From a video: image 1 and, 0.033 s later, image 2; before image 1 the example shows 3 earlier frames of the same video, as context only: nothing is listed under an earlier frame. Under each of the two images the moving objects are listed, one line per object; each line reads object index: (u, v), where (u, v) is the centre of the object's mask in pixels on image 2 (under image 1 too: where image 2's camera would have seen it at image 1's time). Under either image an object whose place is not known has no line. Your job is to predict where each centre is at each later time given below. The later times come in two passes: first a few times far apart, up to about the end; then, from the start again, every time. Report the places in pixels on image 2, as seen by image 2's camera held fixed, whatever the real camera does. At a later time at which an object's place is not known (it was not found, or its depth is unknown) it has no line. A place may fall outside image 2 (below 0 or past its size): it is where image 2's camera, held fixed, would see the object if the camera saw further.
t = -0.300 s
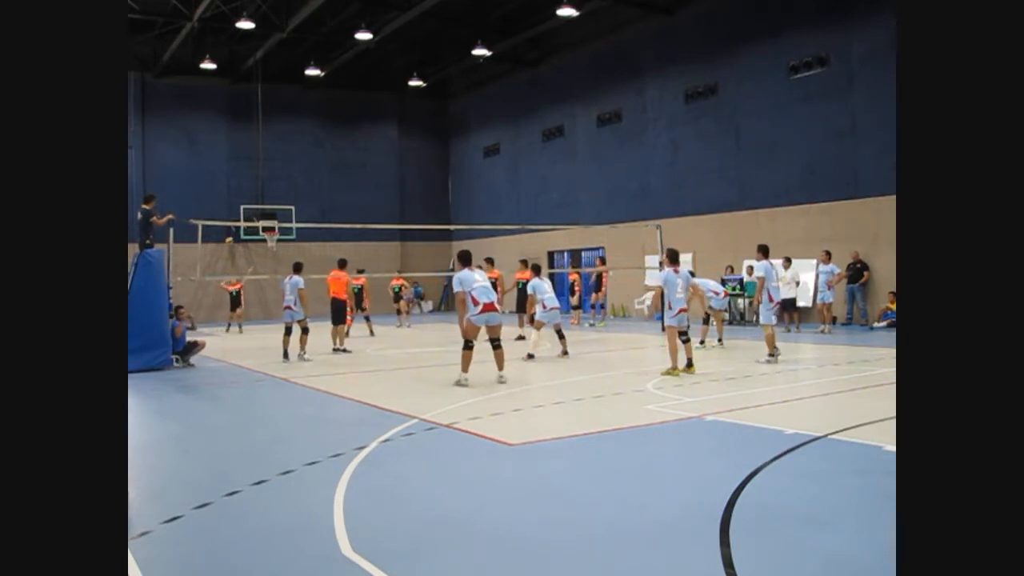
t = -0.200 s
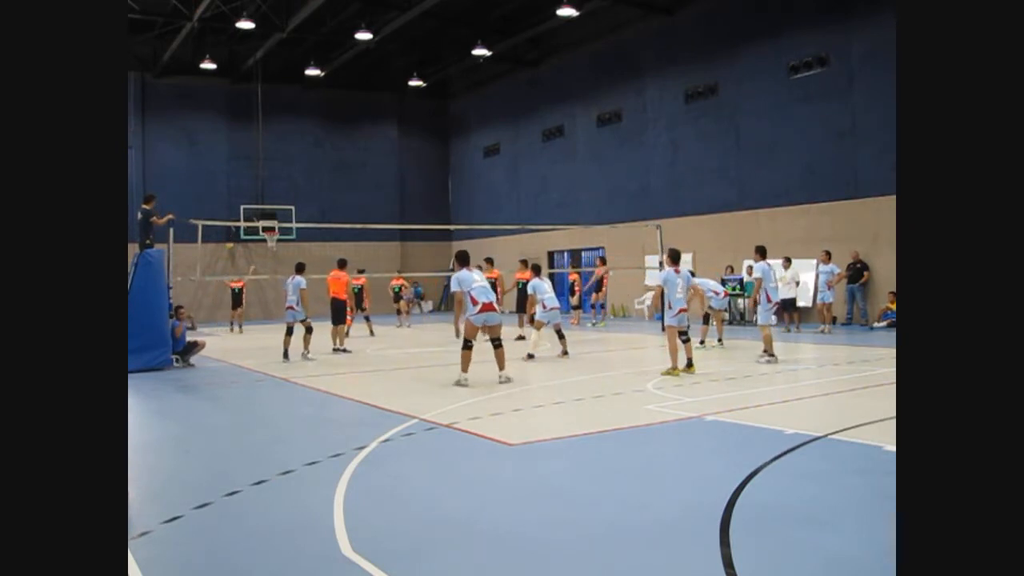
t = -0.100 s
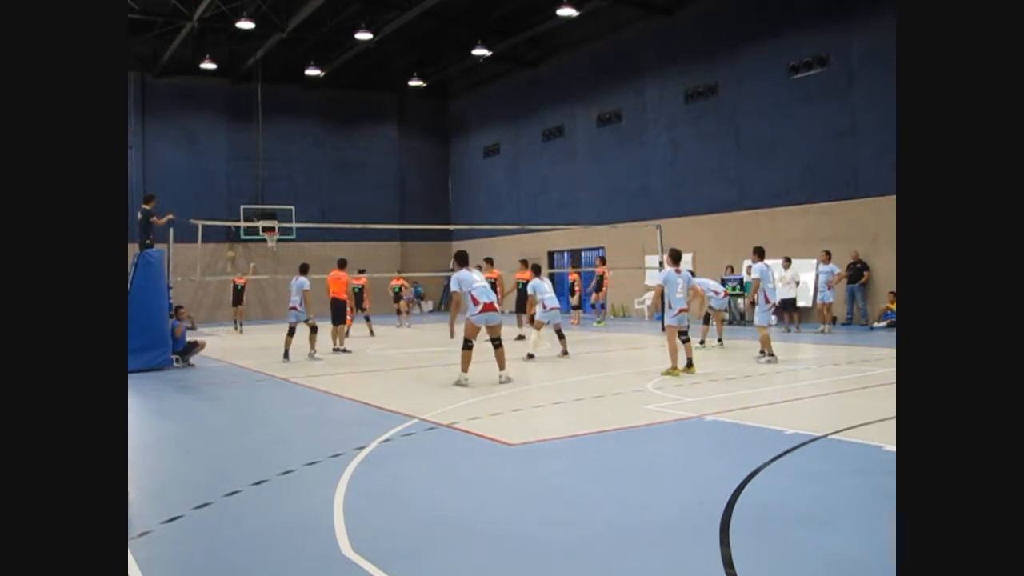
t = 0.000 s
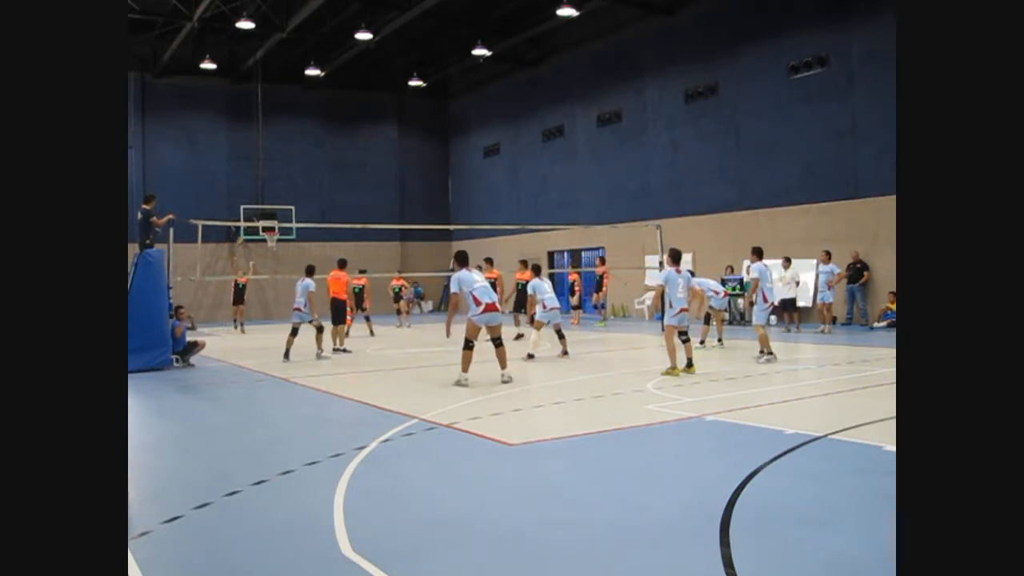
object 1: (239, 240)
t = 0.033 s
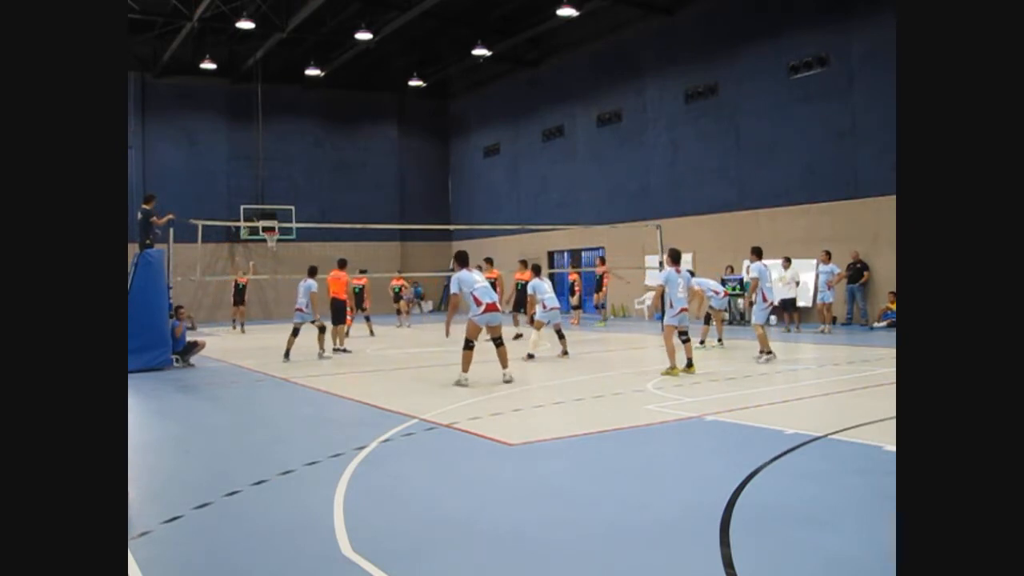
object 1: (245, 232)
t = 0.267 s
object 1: (276, 190)
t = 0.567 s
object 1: (325, 163)
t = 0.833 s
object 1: (377, 167)
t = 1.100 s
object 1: (442, 213)
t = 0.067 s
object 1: (247, 229)
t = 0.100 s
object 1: (253, 218)
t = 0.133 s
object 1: (258, 213)
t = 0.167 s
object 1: (262, 206)
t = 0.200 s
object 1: (267, 200)
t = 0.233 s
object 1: (272, 196)
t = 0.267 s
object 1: (276, 190)
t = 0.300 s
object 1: (281, 186)
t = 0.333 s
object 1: (286, 181)
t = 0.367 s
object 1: (291, 177)
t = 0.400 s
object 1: (296, 174)
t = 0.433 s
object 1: (302, 170)
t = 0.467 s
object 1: (307, 168)
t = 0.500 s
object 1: (313, 165)
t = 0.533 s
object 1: (319, 164)
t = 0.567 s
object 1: (325, 163)
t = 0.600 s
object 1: (331, 161)
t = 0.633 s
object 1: (337, 161)
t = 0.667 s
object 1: (343, 160)
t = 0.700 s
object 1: (350, 161)
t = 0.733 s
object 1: (356, 161)
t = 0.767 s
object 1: (363, 163)
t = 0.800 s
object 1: (370, 165)
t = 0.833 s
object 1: (377, 167)
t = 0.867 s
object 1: (384, 171)
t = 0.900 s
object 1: (392, 174)
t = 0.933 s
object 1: (400, 179)
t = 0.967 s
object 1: (408, 184)
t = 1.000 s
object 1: (416, 190)
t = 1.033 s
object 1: (425, 197)
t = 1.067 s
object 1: (433, 204)
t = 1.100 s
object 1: (442, 213)
